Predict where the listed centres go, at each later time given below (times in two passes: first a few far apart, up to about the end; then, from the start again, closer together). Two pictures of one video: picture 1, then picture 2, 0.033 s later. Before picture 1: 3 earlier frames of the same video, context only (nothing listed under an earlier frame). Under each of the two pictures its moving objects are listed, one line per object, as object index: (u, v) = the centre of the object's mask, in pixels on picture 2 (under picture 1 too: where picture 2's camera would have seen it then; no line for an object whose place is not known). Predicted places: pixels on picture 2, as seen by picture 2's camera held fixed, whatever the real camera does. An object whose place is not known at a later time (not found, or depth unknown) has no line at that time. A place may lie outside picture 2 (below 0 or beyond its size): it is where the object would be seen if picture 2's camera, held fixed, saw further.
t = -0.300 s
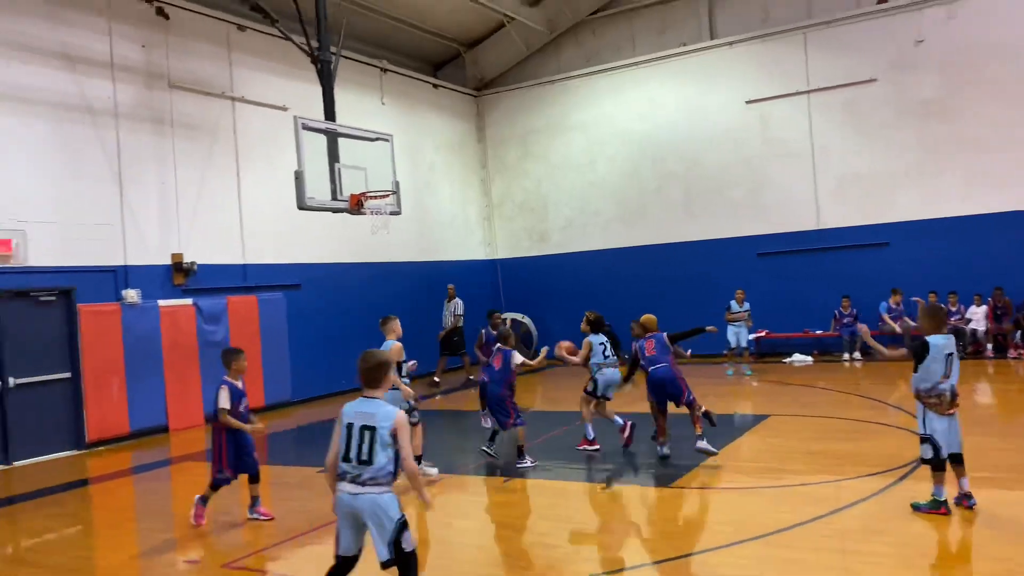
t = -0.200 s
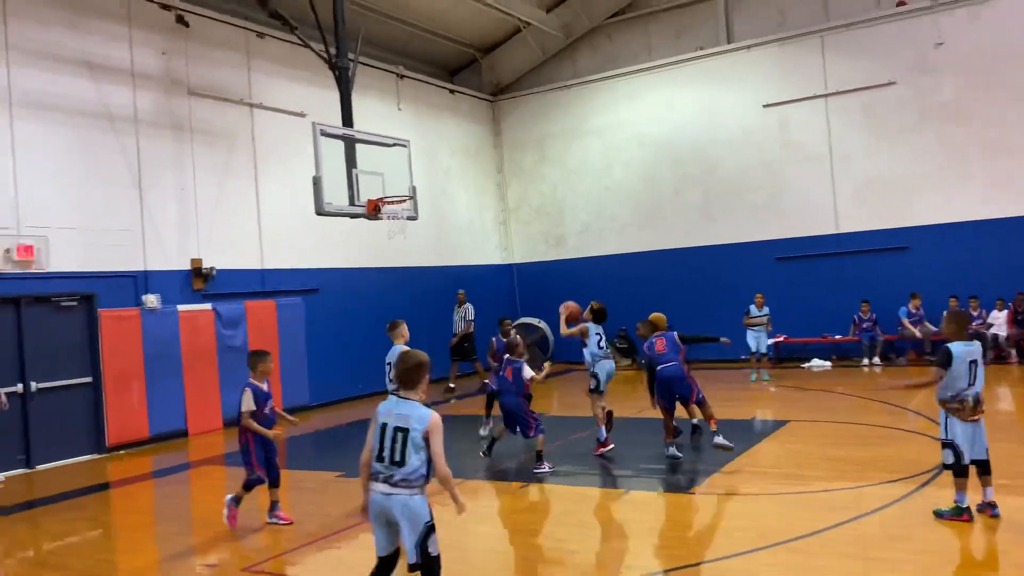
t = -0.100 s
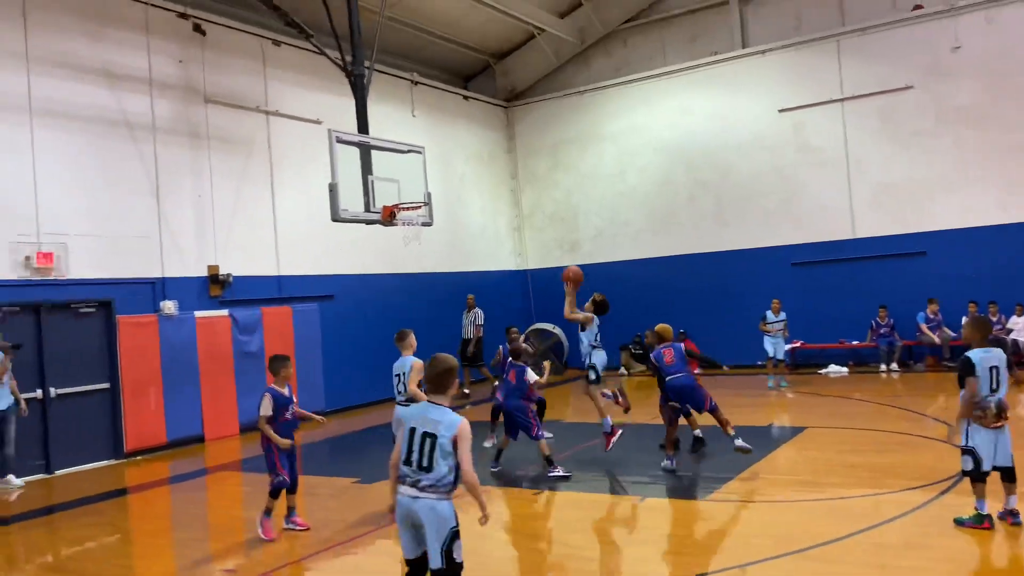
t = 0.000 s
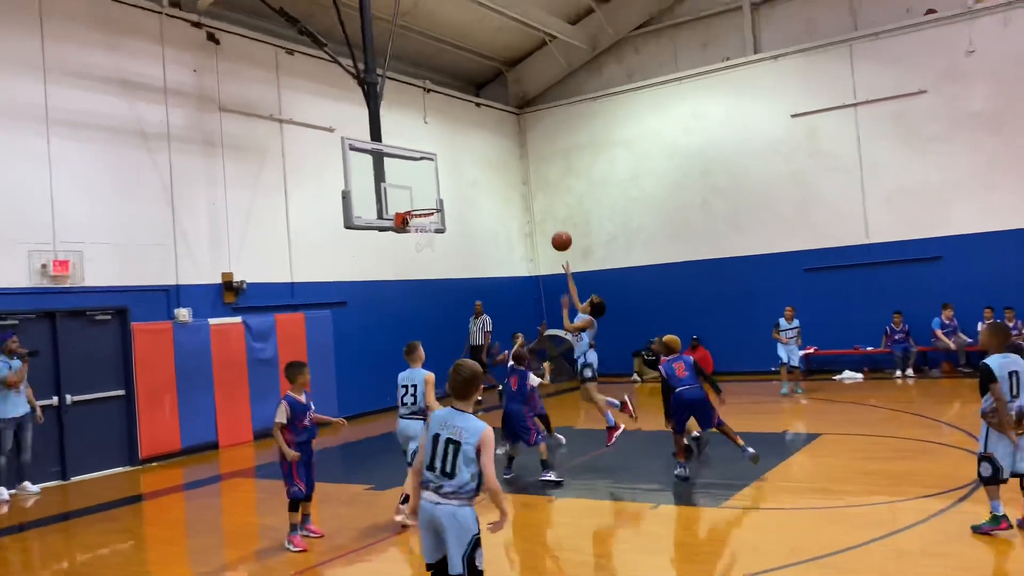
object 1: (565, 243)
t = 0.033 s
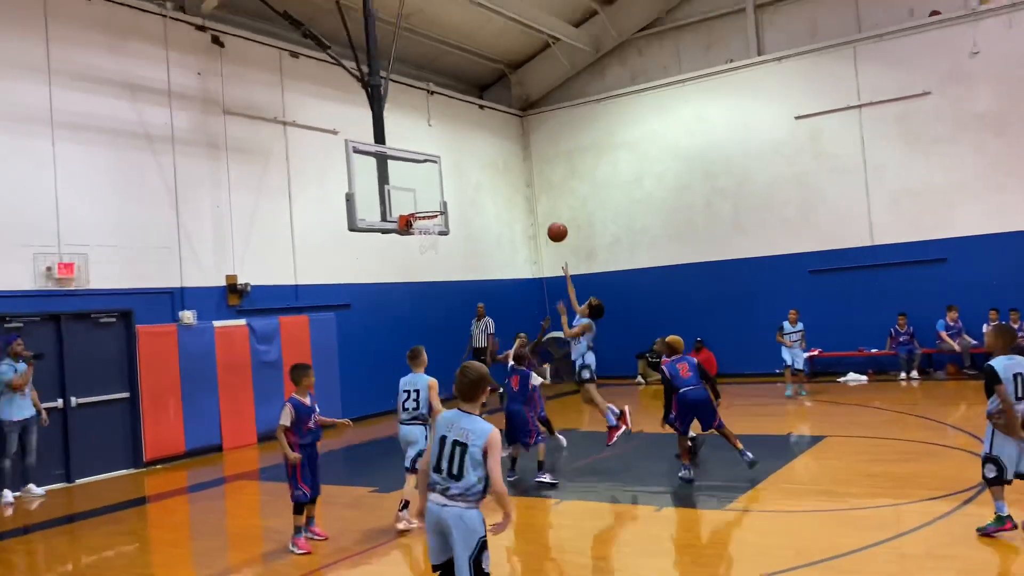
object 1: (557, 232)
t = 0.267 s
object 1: (505, 182)
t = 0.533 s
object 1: (456, 181)
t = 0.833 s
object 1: (423, 214)
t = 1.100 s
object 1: (425, 237)
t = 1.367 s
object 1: (432, 271)
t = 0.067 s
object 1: (549, 221)
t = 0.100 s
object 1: (541, 213)
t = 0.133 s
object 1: (533, 204)
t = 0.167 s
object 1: (526, 197)
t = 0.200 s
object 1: (519, 191)
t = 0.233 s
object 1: (512, 186)
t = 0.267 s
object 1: (505, 182)
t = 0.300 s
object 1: (498, 179)
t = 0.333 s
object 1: (492, 176)
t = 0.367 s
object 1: (485, 175)
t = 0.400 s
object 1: (479, 175)
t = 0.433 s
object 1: (473, 175)
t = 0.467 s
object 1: (467, 176)
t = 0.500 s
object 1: (461, 178)
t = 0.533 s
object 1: (456, 181)
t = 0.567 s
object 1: (451, 185)
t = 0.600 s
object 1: (445, 189)
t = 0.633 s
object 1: (440, 195)
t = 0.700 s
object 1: (433, 203)
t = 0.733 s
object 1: (430, 204)
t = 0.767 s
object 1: (428, 207)
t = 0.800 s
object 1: (425, 211)
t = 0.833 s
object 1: (423, 214)
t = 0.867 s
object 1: (421, 219)
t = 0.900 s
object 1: (422, 220)
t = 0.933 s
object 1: (422, 221)
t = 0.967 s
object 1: (423, 224)
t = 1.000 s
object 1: (424, 228)
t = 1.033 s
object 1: (425, 233)
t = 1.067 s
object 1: (425, 236)
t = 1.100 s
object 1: (425, 237)
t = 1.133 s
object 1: (426, 245)
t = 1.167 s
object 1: (427, 245)
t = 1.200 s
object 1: (428, 247)
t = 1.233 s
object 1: (428, 249)
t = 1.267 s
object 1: (429, 252)
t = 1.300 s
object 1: (430, 258)
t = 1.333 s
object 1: (431, 264)
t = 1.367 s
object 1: (432, 271)
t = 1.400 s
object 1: (434, 279)
